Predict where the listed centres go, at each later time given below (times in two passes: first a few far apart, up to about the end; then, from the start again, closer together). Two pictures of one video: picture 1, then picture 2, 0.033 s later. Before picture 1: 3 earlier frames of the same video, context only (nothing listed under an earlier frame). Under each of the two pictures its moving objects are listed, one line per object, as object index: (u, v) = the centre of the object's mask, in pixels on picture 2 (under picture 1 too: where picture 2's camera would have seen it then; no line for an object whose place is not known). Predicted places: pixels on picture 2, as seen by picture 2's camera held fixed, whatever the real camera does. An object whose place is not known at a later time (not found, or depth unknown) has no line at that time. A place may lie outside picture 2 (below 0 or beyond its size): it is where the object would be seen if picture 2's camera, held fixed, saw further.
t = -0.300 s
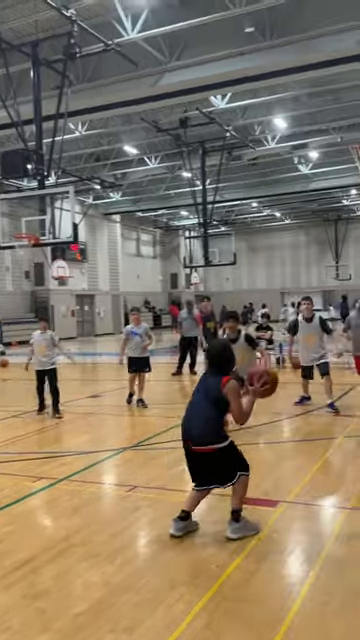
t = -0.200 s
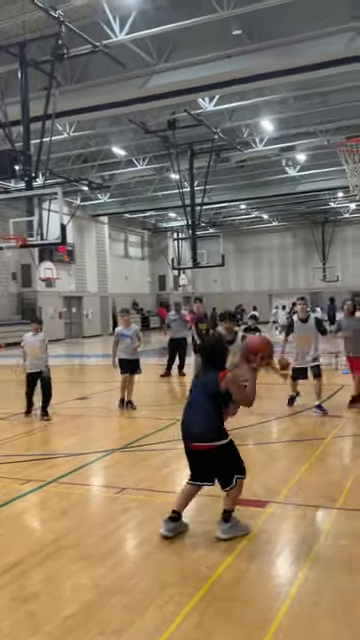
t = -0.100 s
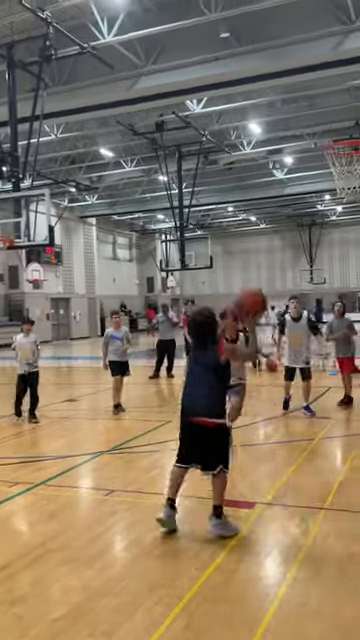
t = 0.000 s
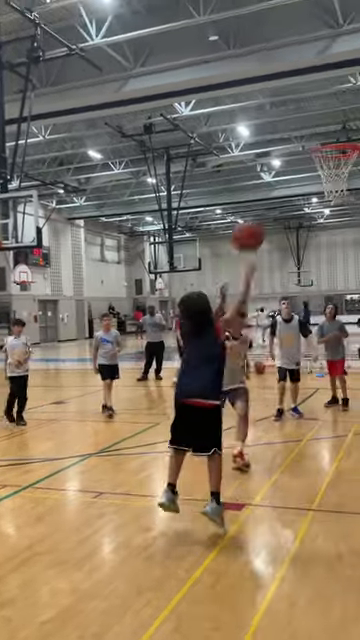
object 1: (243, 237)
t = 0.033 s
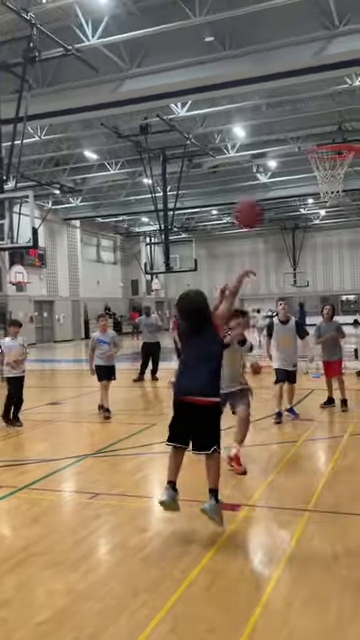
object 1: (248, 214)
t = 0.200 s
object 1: (269, 129)
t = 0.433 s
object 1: (292, 86)
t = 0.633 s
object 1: (310, 97)
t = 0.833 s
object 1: (330, 140)
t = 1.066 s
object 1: (340, 207)
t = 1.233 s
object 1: (346, 262)
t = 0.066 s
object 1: (253, 193)
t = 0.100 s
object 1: (256, 174)
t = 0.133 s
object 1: (261, 157)
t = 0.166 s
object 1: (264, 143)
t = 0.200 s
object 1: (269, 129)
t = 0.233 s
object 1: (273, 119)
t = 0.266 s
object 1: (275, 109)
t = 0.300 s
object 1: (278, 103)
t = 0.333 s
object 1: (281, 98)
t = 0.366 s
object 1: (286, 91)
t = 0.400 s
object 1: (289, 88)
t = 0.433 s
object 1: (292, 86)
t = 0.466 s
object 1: (295, 85)
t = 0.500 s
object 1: (299, 85)
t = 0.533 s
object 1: (302, 86)
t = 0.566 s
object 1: (306, 89)
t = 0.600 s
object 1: (307, 92)
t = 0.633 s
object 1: (310, 97)
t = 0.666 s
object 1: (313, 101)
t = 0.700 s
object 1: (318, 112)
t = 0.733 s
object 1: (320, 117)
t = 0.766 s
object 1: (323, 127)
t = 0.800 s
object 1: (329, 136)
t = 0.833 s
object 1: (330, 140)
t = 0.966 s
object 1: (336, 182)
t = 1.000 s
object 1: (338, 193)
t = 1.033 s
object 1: (339, 199)
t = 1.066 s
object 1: (340, 207)
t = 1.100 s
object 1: (340, 220)
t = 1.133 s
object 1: (342, 228)
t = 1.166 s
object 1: (343, 239)
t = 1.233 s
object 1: (346, 262)
